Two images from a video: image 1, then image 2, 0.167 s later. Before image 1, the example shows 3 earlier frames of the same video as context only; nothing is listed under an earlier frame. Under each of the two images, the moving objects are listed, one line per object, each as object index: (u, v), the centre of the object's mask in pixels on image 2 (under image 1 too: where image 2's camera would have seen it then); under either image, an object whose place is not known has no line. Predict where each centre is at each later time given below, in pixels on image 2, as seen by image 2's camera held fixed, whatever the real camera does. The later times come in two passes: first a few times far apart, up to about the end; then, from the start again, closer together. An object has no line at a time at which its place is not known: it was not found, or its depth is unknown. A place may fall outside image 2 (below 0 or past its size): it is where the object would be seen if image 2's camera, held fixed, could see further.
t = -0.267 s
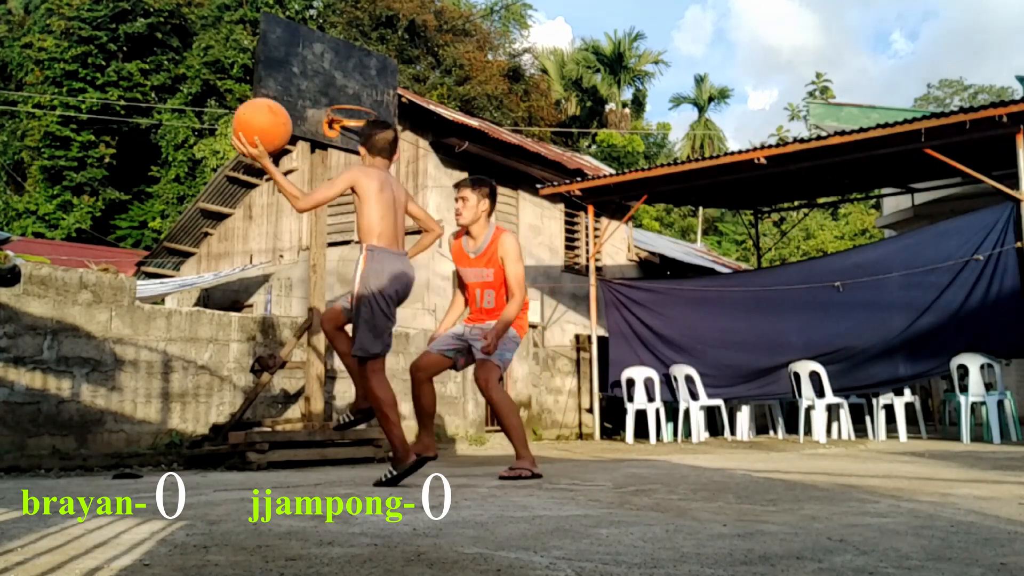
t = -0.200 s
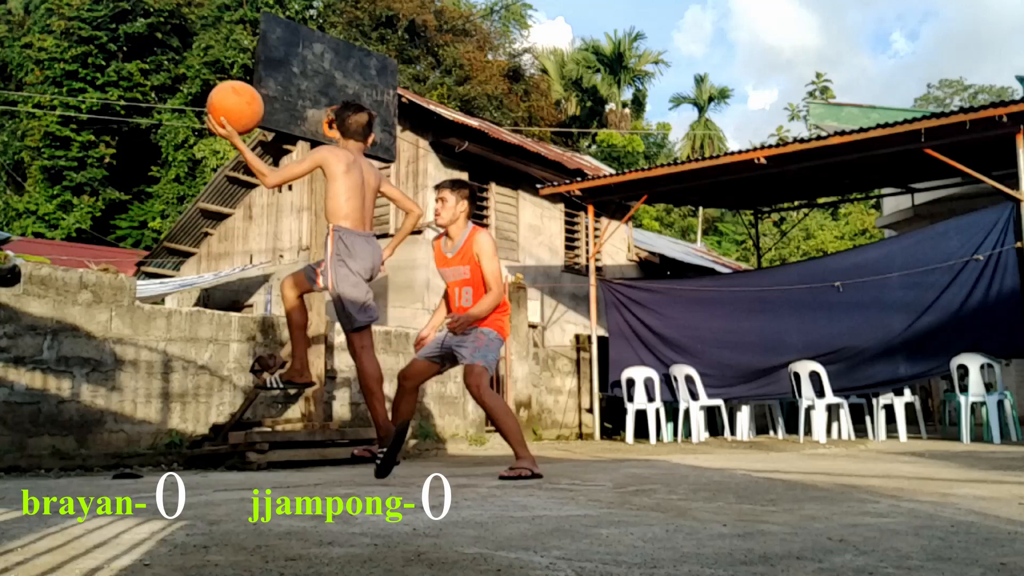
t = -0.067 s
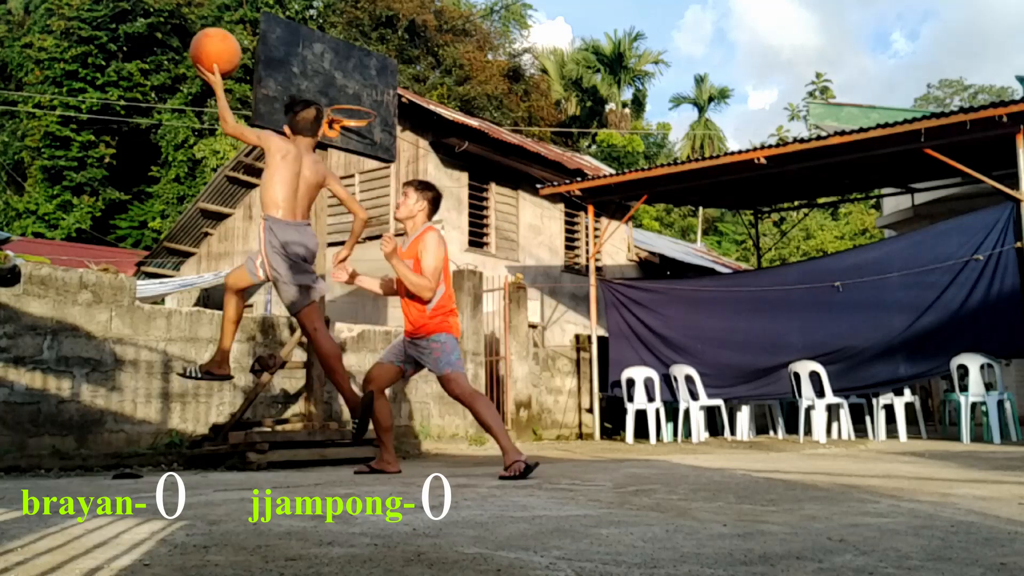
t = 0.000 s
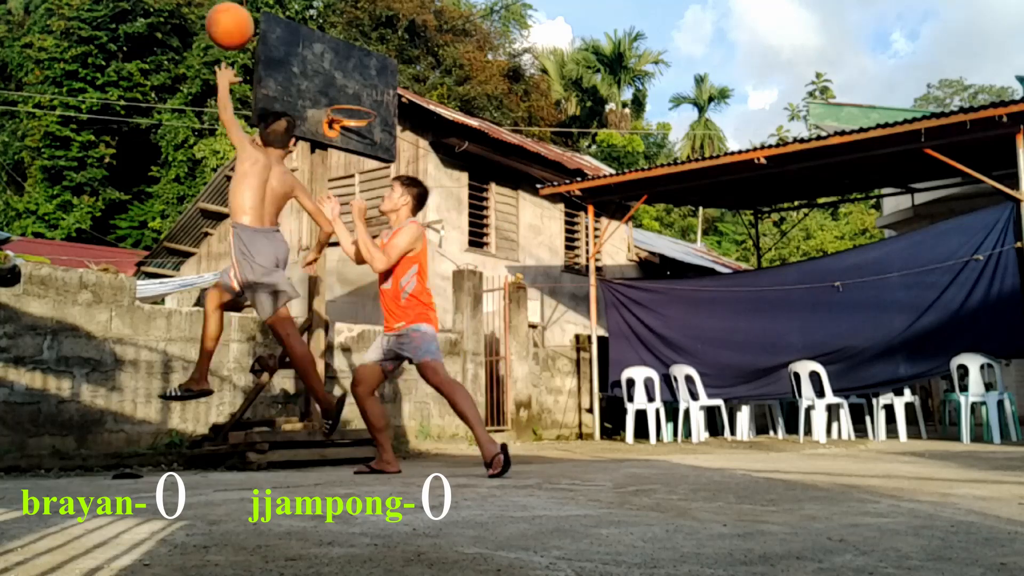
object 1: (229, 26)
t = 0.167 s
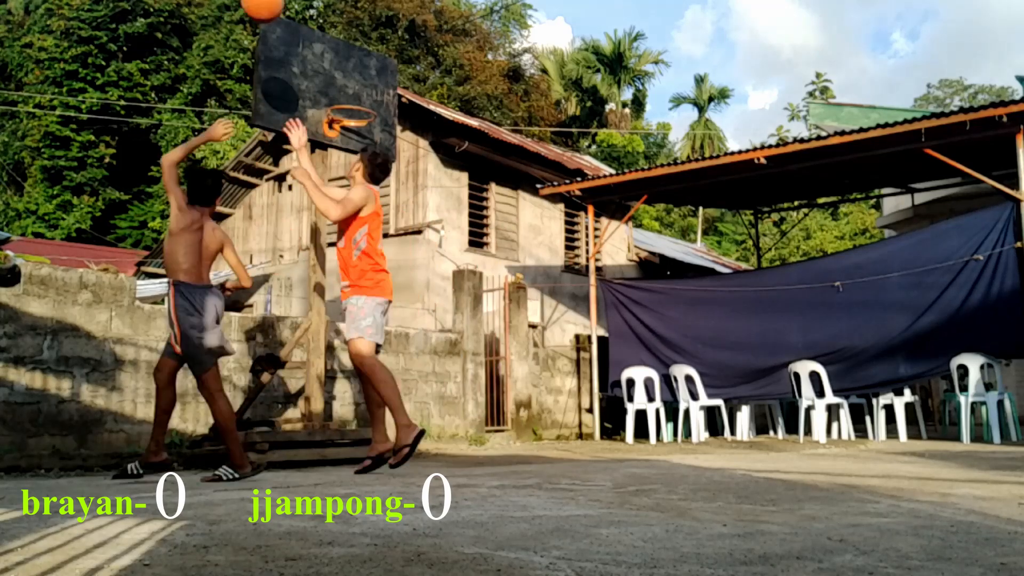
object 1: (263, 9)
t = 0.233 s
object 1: (274, 11)
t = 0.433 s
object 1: (299, 48)
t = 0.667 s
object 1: (376, 95)
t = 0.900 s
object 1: (447, 151)
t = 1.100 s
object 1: (508, 261)
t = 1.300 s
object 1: (572, 434)
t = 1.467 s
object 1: (601, 338)
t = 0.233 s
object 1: (274, 11)
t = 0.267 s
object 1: (279, 13)
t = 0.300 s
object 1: (283, 15)
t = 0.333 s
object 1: (288, 20)
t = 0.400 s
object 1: (296, 38)
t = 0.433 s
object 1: (299, 48)
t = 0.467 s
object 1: (304, 58)
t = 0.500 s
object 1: (316, 61)
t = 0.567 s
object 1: (341, 71)
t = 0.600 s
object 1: (353, 78)
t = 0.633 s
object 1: (365, 87)
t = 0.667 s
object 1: (376, 95)
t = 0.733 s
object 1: (396, 103)
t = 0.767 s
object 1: (406, 110)
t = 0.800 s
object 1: (416, 118)
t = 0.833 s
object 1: (427, 127)
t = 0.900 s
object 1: (447, 151)
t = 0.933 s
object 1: (457, 165)
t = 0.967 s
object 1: (467, 180)
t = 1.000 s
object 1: (477, 198)
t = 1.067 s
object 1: (498, 239)
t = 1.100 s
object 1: (508, 261)
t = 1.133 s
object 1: (519, 285)
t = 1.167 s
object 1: (529, 311)
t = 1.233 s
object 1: (550, 368)
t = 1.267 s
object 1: (561, 400)
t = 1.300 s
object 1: (572, 434)
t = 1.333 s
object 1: (579, 435)
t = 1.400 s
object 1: (591, 383)
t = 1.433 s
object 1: (596, 360)
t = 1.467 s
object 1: (601, 338)
